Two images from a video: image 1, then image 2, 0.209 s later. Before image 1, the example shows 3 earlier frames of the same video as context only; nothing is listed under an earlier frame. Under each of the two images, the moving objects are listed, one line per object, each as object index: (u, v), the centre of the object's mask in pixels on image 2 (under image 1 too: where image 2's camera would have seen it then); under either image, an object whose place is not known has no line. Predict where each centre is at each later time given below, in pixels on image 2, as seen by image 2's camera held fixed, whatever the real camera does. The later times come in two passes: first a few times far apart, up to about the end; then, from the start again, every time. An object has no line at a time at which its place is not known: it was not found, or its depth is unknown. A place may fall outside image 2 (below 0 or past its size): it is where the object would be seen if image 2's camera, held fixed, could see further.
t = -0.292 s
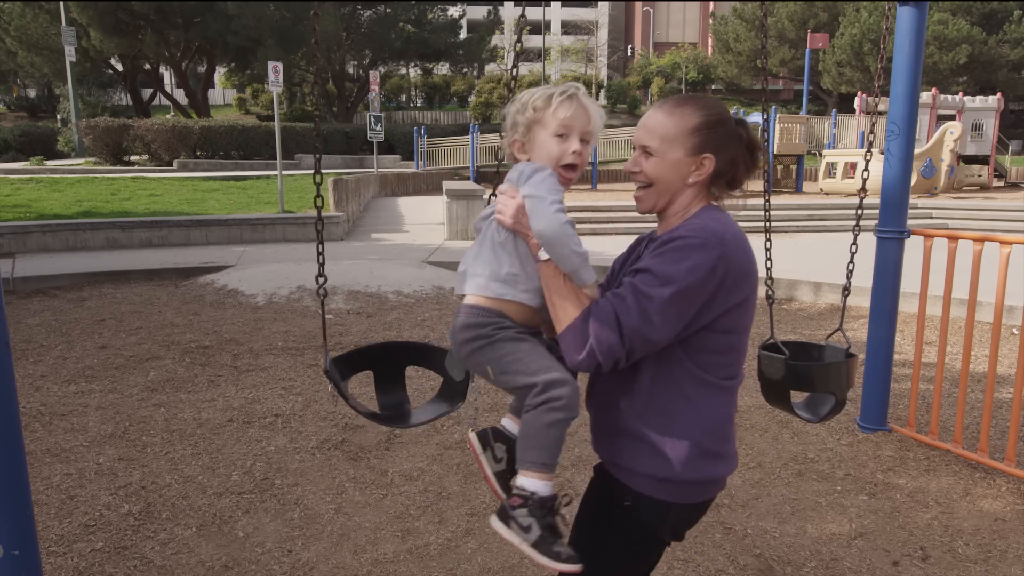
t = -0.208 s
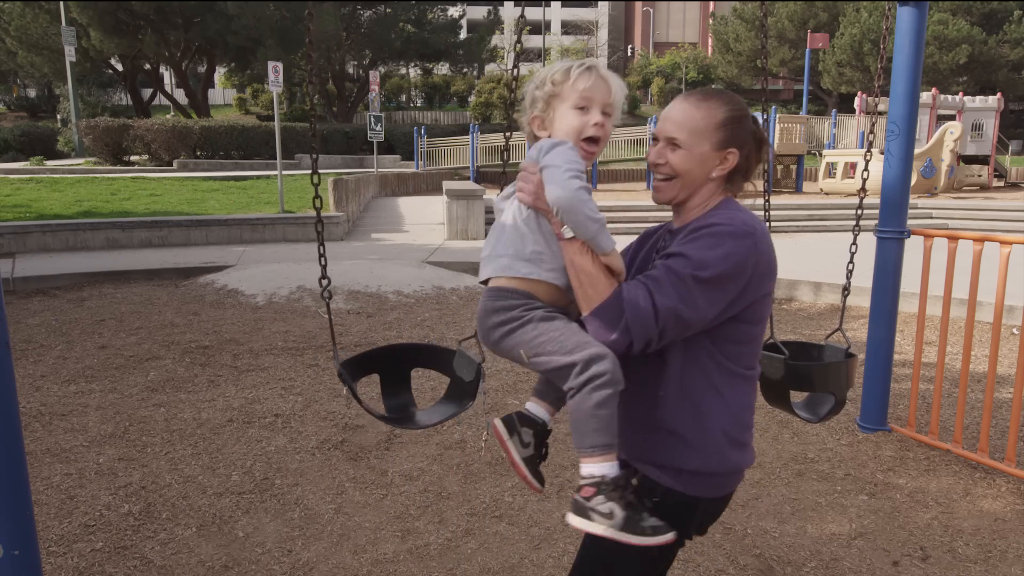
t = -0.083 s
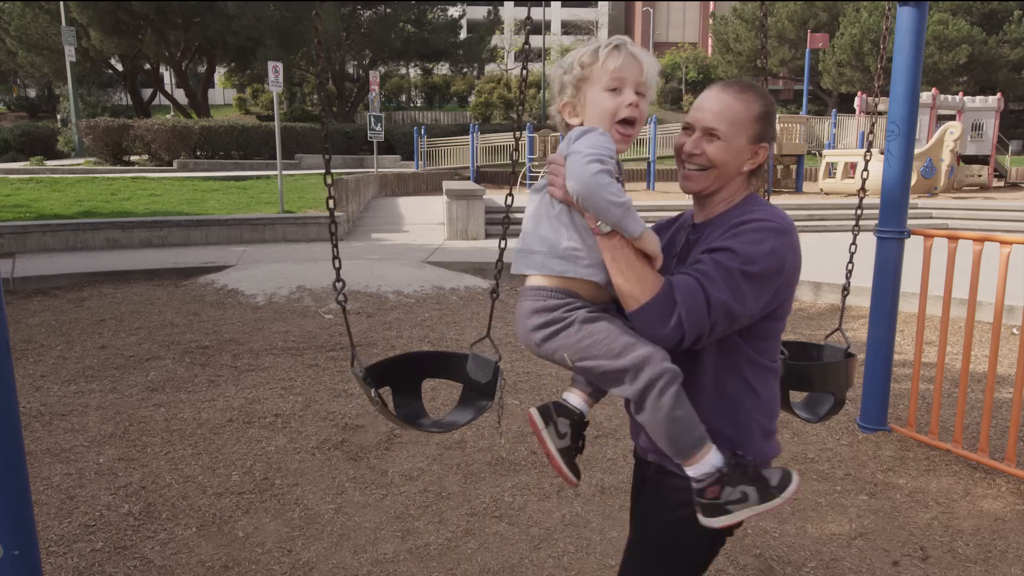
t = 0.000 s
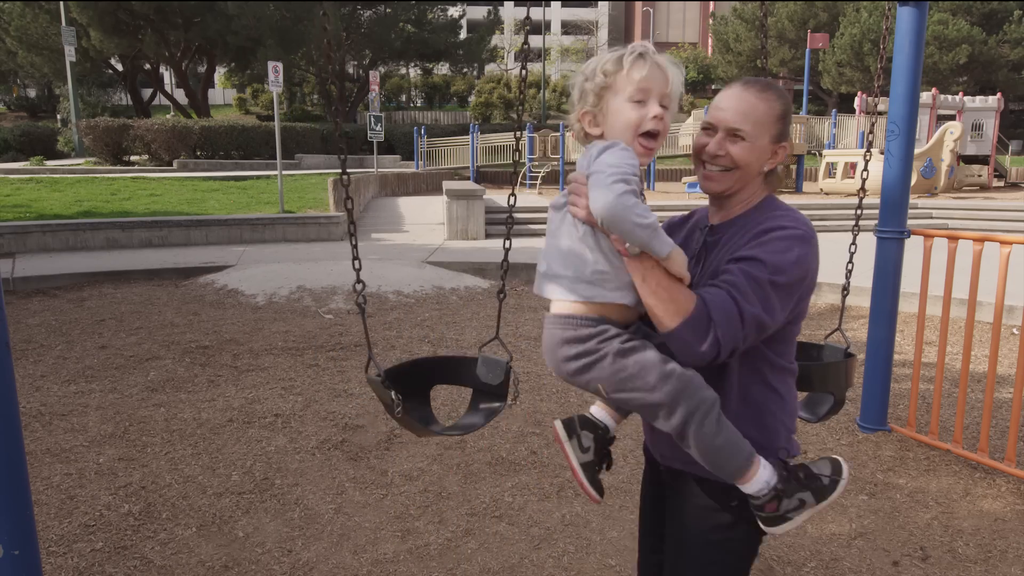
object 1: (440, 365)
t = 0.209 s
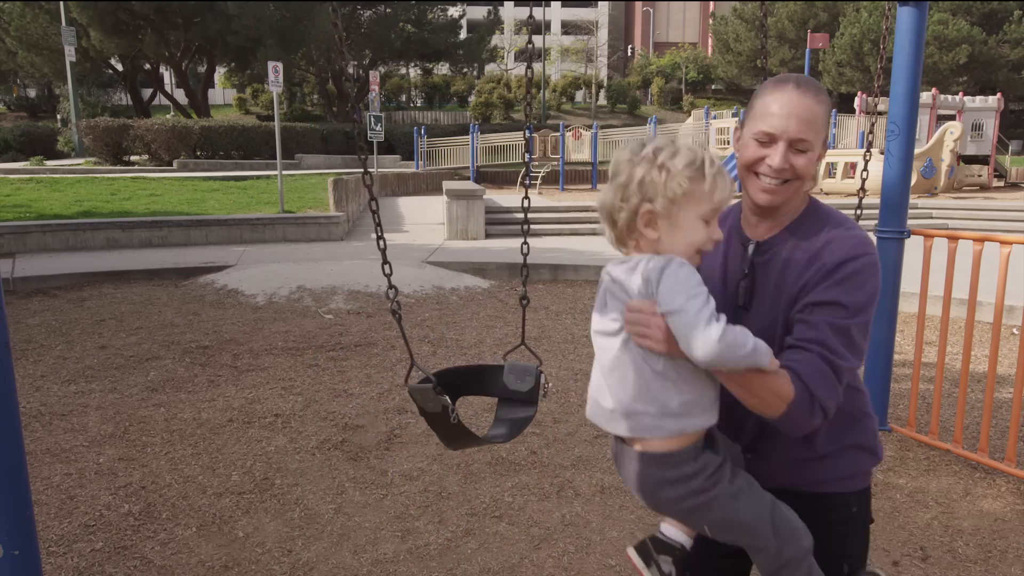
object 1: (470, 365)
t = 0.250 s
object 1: (476, 368)
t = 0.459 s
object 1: (500, 377)
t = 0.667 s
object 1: (504, 385)
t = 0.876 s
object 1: (479, 384)
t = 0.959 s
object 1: (462, 385)
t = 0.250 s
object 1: (476, 368)
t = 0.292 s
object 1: (483, 368)
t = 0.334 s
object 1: (484, 371)
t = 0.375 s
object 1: (493, 373)
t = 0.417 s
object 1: (499, 375)
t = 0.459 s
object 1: (500, 377)
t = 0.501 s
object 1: (500, 379)
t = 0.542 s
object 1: (495, 382)
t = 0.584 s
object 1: (507, 384)
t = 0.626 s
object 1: (505, 385)
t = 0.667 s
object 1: (504, 385)
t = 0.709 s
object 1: (495, 386)
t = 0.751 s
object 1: (487, 386)
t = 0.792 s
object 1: (491, 385)
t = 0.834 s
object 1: (485, 385)
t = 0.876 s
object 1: (479, 384)
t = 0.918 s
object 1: (470, 384)
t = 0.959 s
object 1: (462, 385)
